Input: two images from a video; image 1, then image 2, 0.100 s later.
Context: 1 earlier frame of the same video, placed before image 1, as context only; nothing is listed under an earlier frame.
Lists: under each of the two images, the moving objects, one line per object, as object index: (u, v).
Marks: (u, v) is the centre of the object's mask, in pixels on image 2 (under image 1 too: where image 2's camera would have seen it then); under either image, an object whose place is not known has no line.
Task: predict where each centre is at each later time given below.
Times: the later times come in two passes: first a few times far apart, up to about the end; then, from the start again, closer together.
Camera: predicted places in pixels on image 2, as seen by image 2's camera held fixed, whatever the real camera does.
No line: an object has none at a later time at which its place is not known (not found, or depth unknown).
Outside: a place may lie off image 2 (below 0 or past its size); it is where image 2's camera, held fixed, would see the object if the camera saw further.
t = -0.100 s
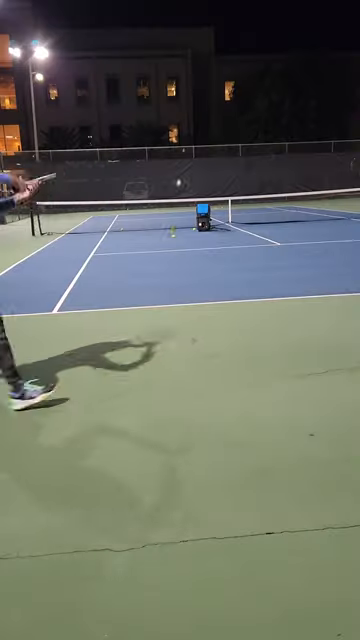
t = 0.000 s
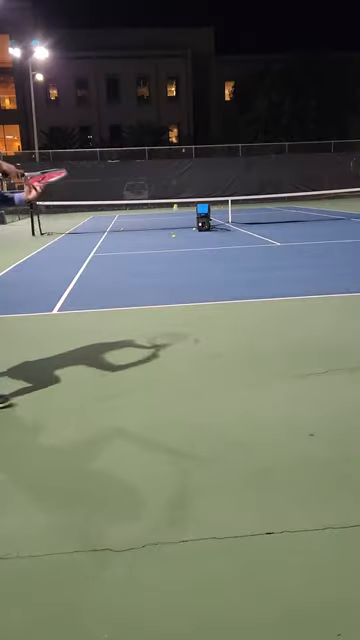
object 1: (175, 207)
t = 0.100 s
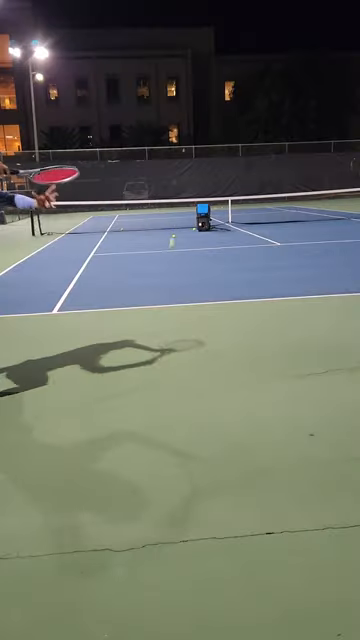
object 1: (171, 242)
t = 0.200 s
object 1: (167, 281)
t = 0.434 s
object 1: (143, 229)
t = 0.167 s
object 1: (169, 271)
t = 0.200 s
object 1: (167, 281)
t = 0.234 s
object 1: (163, 271)
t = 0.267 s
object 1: (161, 263)
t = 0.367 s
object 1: (150, 241)
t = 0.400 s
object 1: (147, 235)
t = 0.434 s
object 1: (143, 229)
